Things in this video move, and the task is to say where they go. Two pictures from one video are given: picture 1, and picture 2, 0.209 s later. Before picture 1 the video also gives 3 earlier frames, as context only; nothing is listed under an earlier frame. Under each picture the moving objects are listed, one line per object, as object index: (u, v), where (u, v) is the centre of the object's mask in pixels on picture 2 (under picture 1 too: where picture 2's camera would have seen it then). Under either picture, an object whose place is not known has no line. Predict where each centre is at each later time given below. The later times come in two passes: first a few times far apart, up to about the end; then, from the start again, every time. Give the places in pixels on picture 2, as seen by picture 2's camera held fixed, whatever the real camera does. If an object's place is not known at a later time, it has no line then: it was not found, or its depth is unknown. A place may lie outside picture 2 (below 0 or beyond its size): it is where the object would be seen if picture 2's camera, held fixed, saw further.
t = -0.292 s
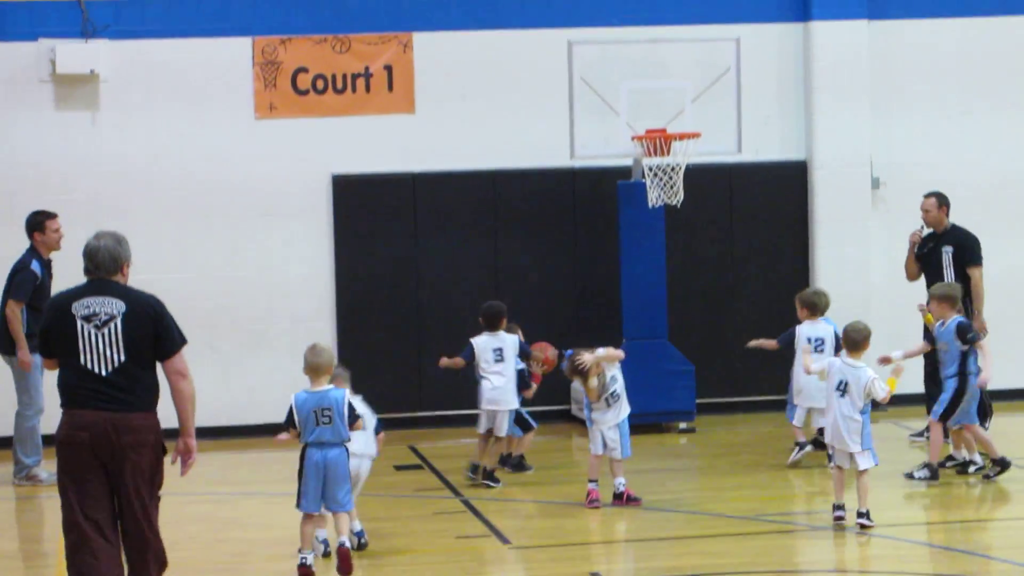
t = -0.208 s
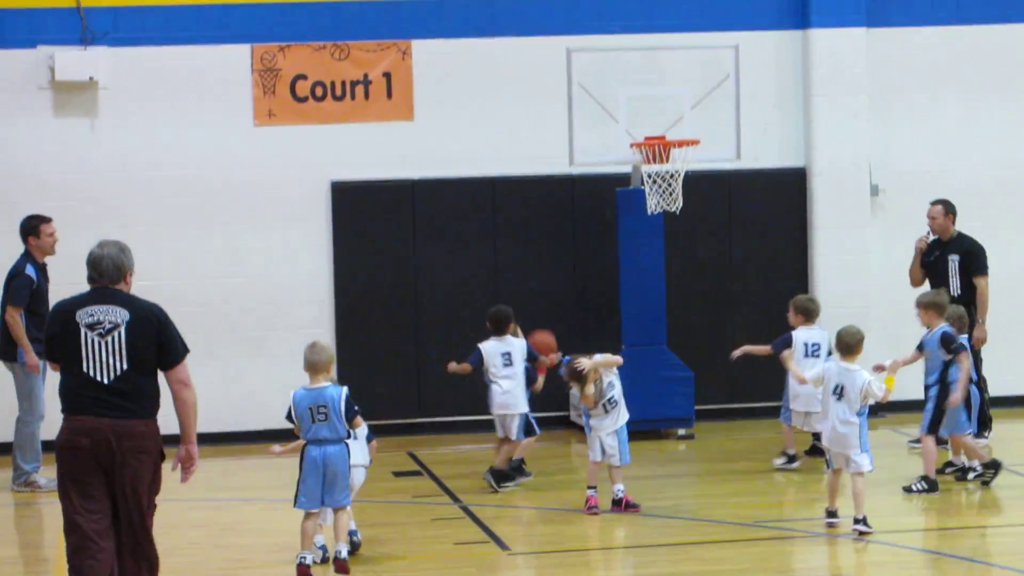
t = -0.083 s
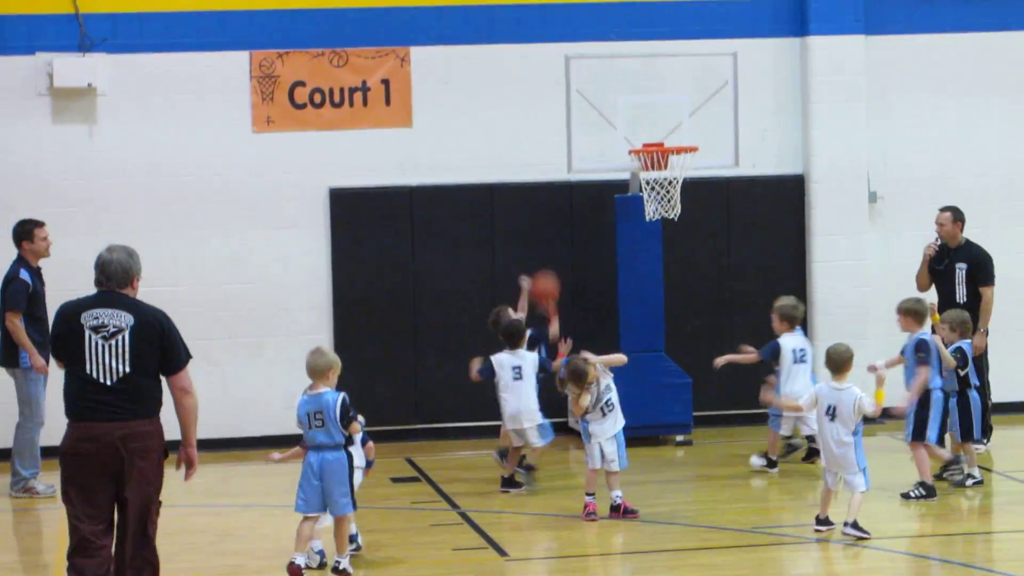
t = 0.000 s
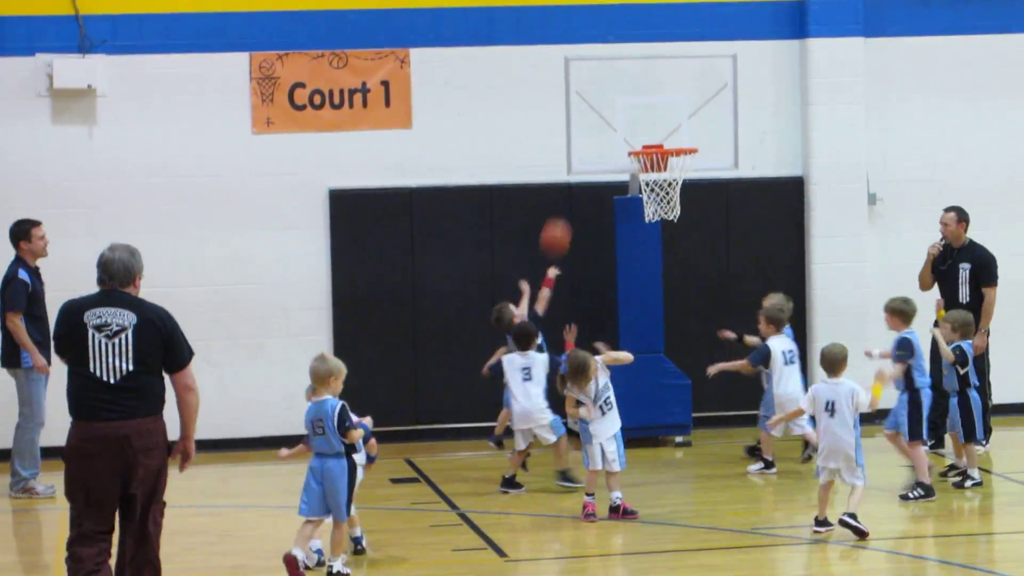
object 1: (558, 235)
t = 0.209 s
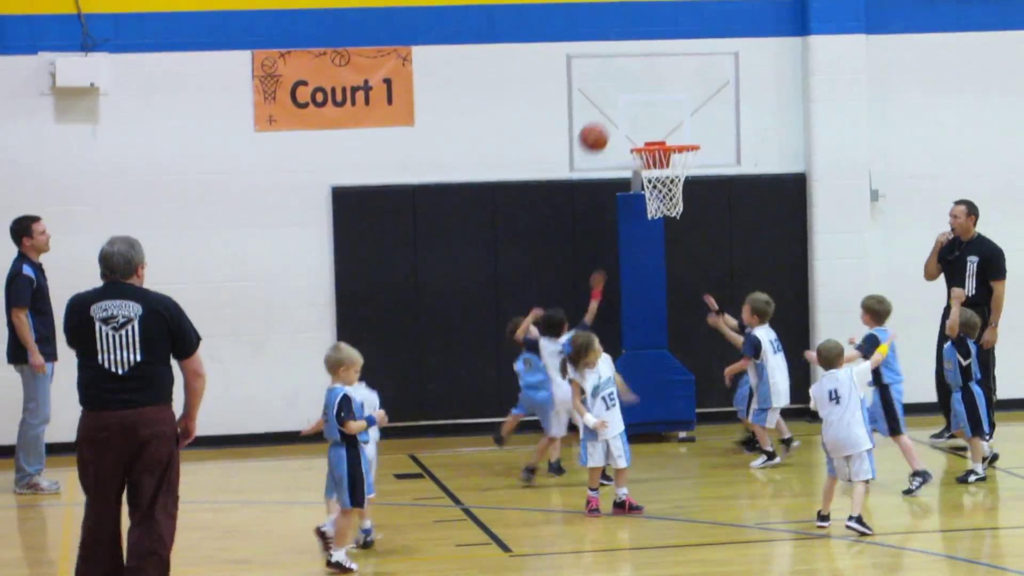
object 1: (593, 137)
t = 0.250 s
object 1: (600, 126)
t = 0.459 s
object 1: (637, 103)
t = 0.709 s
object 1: (683, 158)
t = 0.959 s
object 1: (681, 212)
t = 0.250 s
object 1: (600, 126)
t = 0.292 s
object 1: (607, 116)
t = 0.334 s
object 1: (615, 109)
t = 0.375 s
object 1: (622, 104)
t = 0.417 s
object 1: (629, 102)
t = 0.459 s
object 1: (637, 103)
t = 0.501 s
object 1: (644, 105)
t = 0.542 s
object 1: (651, 110)
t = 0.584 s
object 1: (659, 118)
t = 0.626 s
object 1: (666, 128)
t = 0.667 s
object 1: (675, 137)
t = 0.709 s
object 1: (683, 158)
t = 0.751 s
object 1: (686, 167)
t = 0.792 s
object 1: (688, 173)
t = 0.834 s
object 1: (687, 182)
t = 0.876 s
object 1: (680, 192)
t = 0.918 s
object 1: (683, 203)
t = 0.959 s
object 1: (681, 212)
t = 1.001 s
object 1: (680, 225)
